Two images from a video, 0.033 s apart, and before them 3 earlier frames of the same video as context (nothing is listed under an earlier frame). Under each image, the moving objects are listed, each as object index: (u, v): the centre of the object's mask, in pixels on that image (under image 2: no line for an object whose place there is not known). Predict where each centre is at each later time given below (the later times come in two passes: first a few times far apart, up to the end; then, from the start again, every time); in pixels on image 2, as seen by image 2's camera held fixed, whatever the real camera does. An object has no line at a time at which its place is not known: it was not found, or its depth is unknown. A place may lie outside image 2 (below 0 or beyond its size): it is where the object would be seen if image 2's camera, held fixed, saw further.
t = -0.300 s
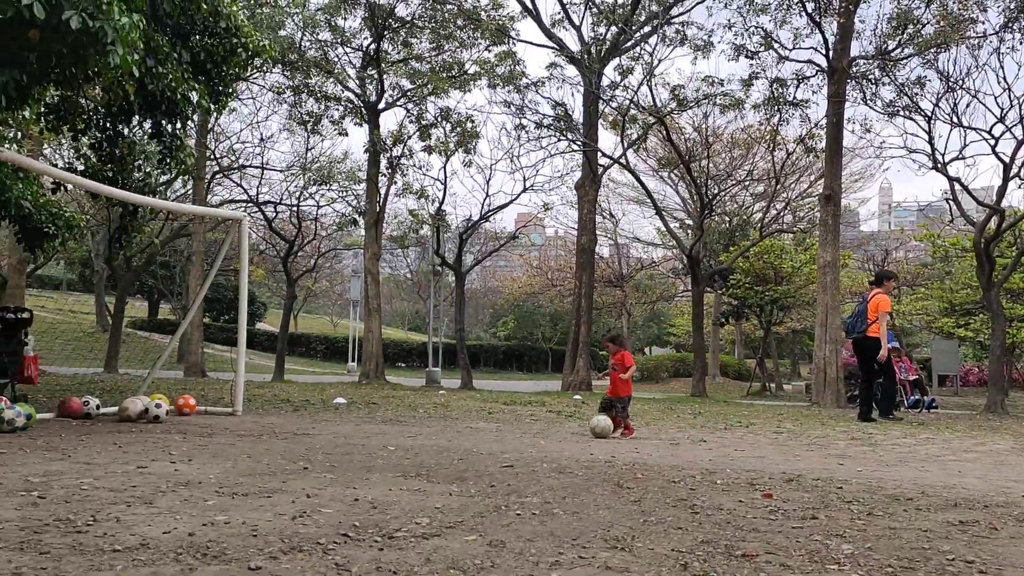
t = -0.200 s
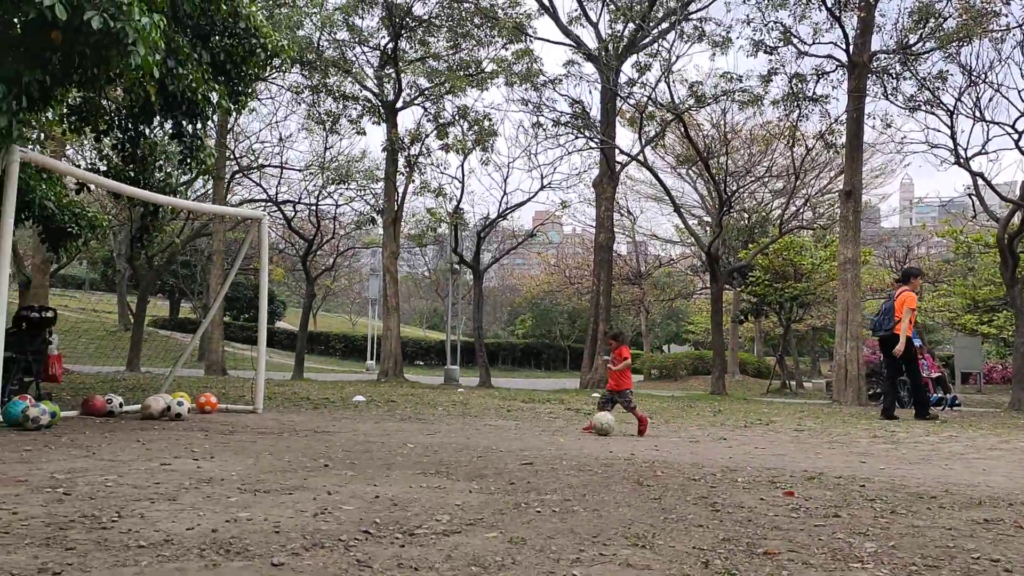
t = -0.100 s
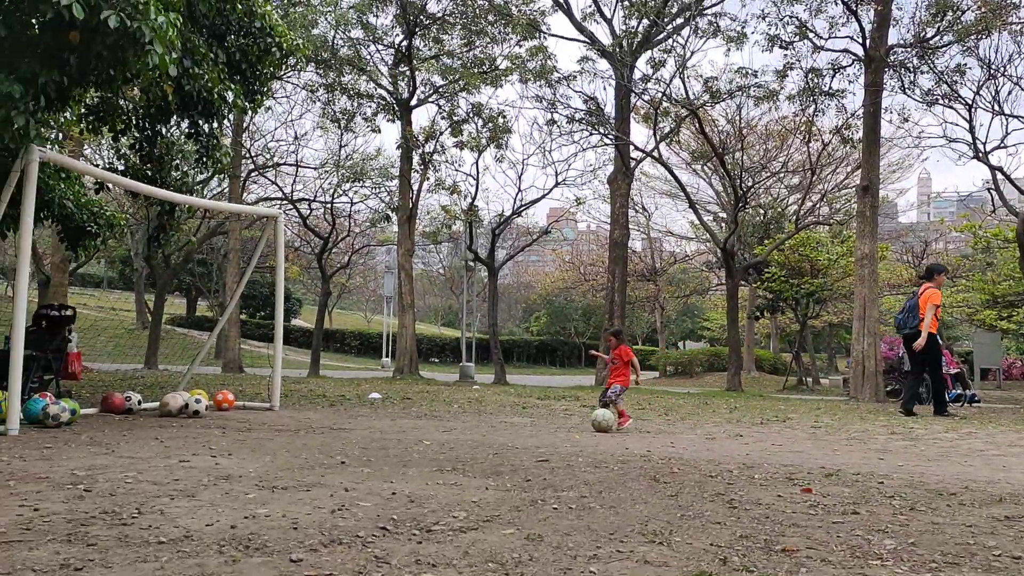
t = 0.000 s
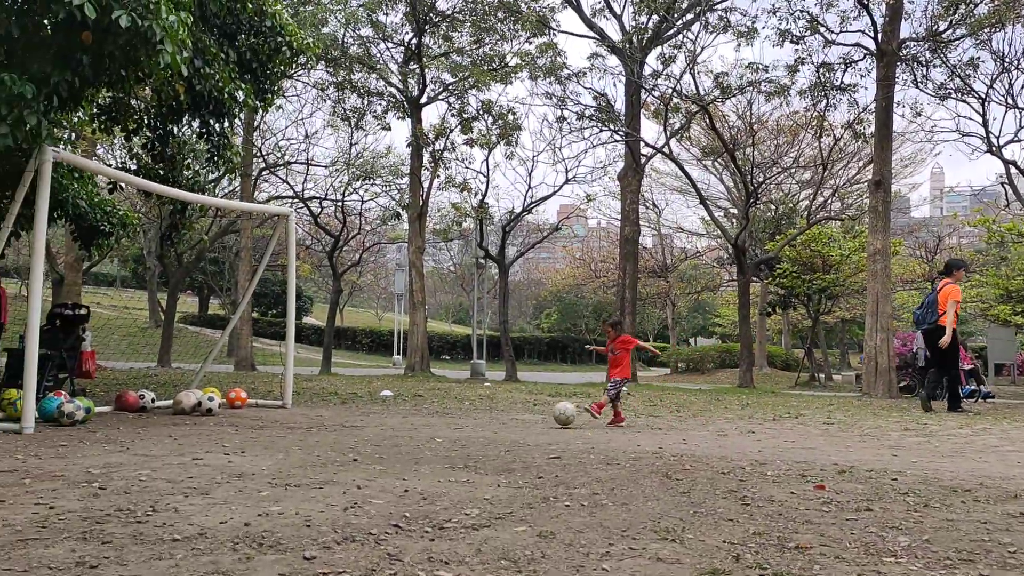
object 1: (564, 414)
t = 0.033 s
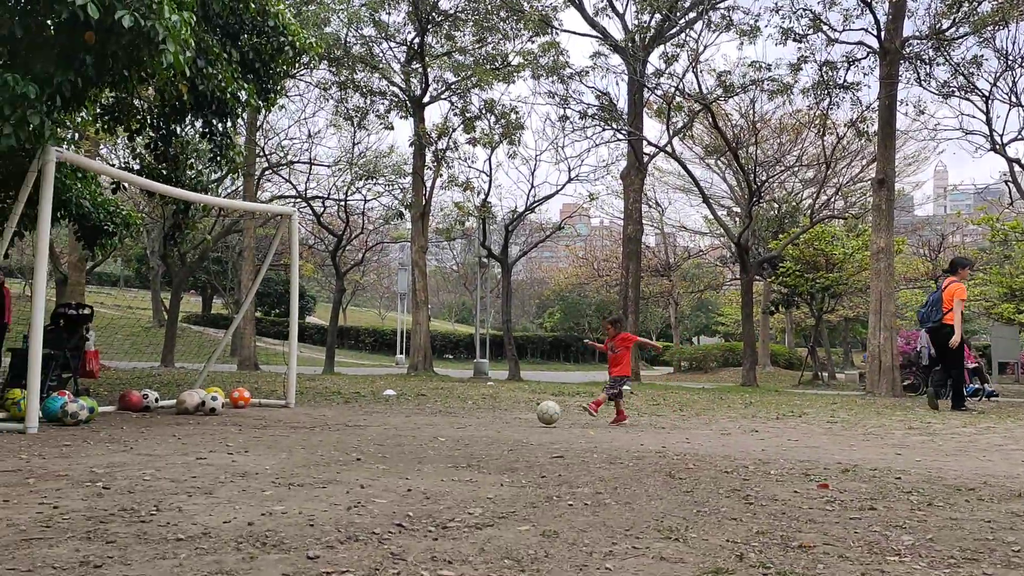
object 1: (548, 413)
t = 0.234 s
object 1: (449, 415)
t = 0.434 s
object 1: (372, 415)
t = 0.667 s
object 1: (283, 413)
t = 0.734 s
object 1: (258, 412)
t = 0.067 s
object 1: (529, 414)
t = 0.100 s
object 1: (512, 415)
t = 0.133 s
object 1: (495, 415)
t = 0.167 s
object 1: (479, 414)
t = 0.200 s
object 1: (464, 415)
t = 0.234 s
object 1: (449, 415)
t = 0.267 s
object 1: (436, 415)
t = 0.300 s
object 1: (423, 415)
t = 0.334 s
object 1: (410, 416)
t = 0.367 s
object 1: (397, 415)
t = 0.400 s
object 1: (384, 414)
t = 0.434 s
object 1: (372, 415)
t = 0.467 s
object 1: (359, 415)
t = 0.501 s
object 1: (346, 414)
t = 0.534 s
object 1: (333, 413)
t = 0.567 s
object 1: (321, 412)
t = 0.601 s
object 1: (308, 412)
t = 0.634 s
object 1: (296, 414)
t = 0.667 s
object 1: (283, 413)
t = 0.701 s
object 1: (271, 412)
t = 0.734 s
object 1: (258, 412)
